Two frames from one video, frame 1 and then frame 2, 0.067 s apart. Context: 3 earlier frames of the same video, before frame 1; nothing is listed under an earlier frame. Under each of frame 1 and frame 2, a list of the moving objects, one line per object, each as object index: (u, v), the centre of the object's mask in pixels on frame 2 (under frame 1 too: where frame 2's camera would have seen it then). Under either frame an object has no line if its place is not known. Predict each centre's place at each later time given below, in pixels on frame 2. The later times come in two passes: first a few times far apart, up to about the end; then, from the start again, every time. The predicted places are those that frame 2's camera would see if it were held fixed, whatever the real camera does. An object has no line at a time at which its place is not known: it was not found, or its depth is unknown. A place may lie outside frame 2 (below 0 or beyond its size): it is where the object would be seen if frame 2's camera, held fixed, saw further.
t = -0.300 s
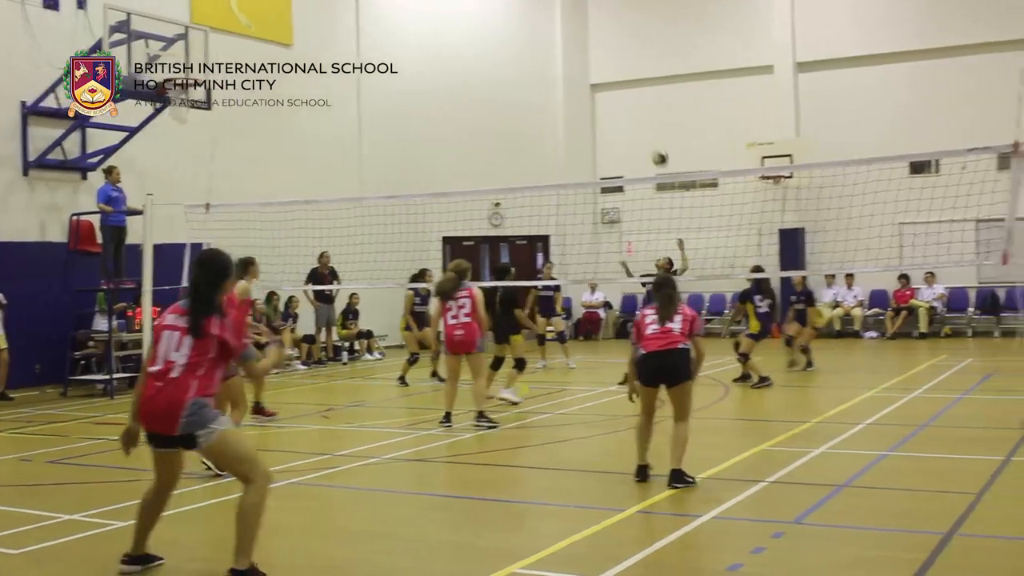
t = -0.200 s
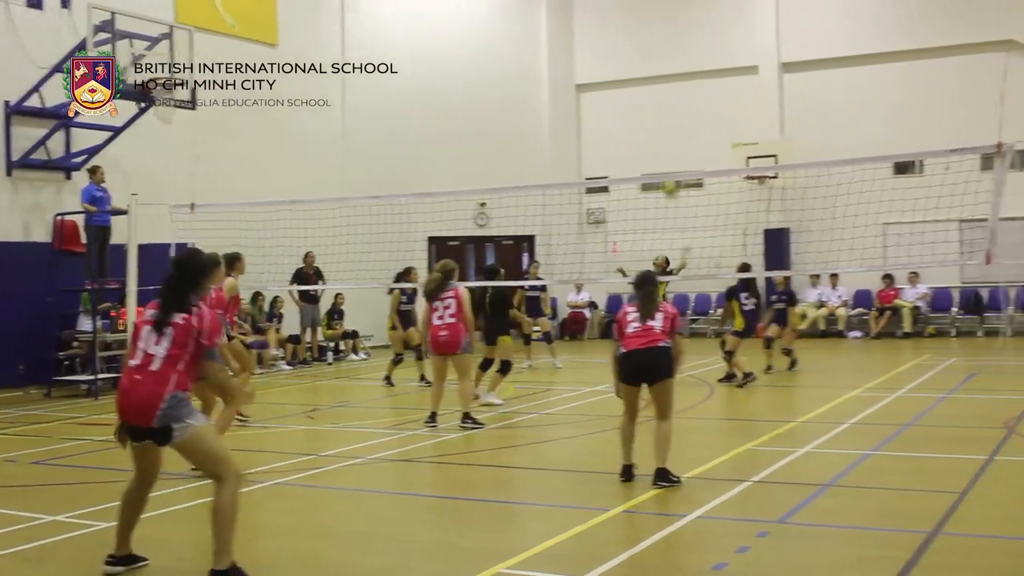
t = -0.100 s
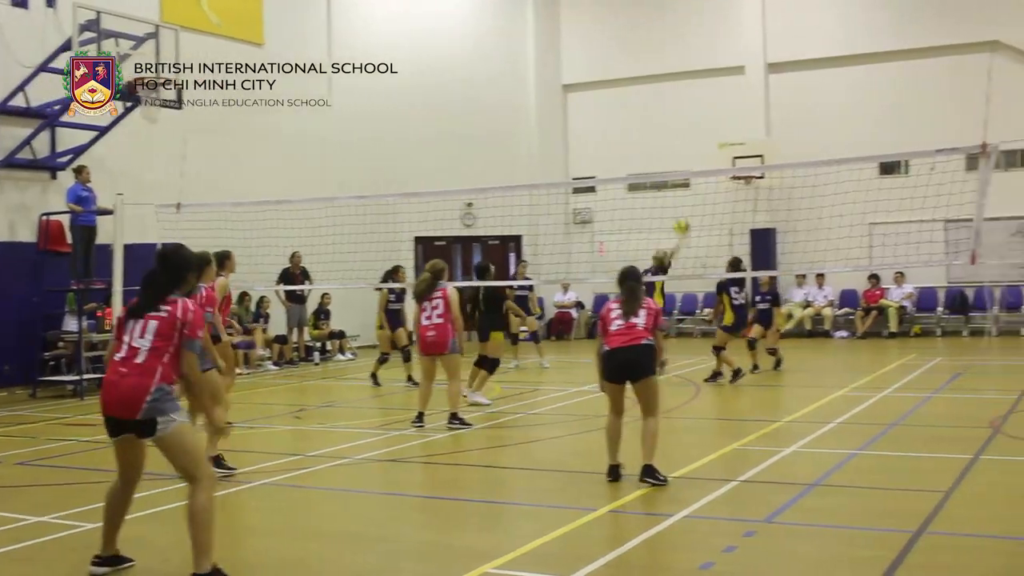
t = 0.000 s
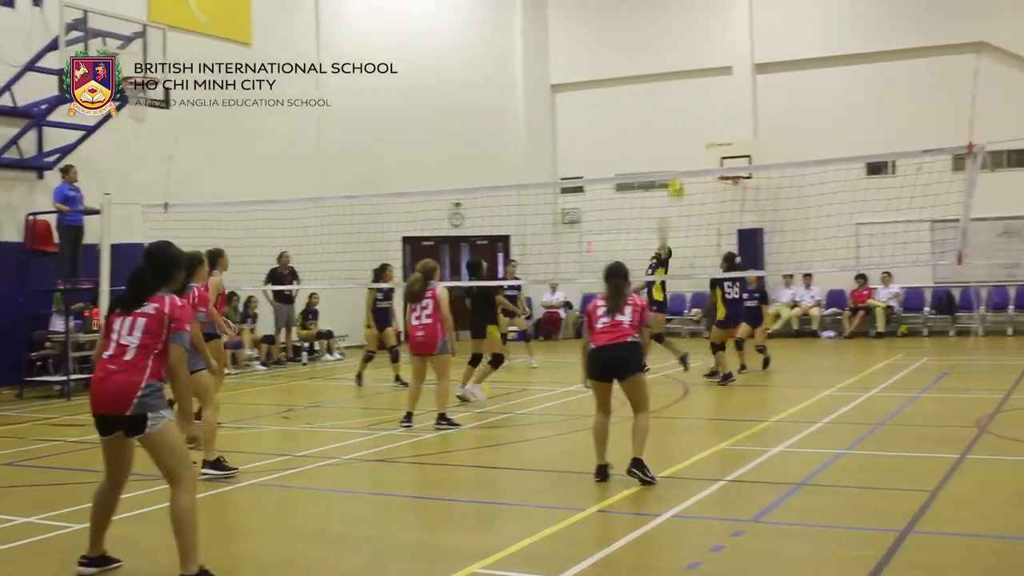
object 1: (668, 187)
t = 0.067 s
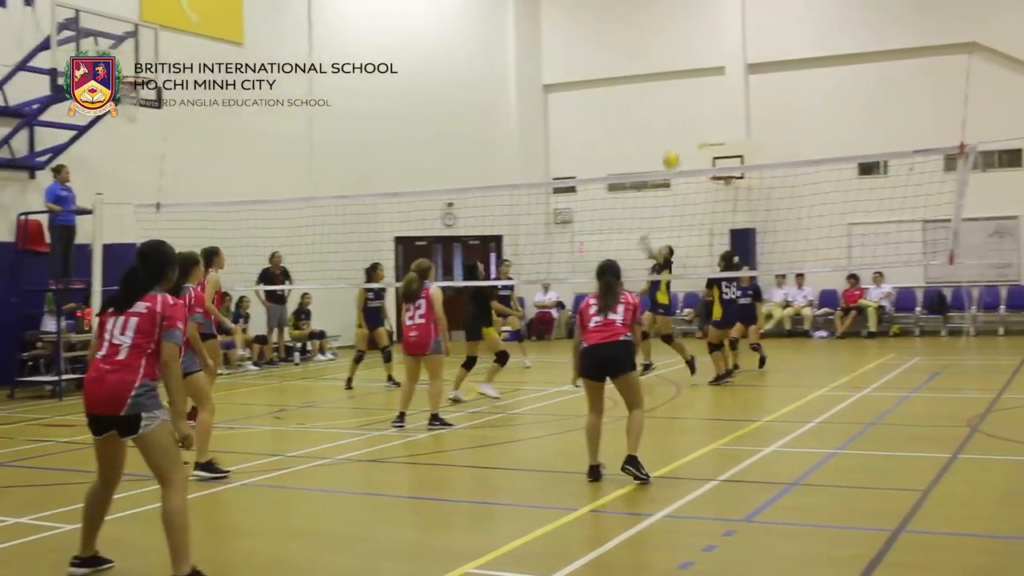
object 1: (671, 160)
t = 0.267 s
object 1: (680, 96)
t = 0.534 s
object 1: (695, 56)
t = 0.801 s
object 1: (714, 79)
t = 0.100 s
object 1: (672, 148)
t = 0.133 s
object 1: (674, 136)
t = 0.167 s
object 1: (675, 124)
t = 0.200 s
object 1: (676, 113)
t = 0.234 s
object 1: (678, 105)
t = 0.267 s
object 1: (680, 96)
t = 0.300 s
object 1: (681, 87)
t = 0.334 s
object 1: (683, 80)
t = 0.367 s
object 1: (685, 74)
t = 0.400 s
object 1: (687, 68)
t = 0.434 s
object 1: (689, 64)
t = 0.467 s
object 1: (691, 60)
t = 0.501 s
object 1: (693, 58)
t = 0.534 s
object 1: (695, 56)
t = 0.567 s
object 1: (697, 56)
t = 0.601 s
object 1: (699, 56)
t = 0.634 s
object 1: (702, 57)
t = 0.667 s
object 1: (704, 59)
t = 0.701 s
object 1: (707, 63)
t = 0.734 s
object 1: (709, 67)
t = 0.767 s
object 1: (711, 74)
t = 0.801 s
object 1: (714, 79)
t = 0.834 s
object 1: (717, 88)
